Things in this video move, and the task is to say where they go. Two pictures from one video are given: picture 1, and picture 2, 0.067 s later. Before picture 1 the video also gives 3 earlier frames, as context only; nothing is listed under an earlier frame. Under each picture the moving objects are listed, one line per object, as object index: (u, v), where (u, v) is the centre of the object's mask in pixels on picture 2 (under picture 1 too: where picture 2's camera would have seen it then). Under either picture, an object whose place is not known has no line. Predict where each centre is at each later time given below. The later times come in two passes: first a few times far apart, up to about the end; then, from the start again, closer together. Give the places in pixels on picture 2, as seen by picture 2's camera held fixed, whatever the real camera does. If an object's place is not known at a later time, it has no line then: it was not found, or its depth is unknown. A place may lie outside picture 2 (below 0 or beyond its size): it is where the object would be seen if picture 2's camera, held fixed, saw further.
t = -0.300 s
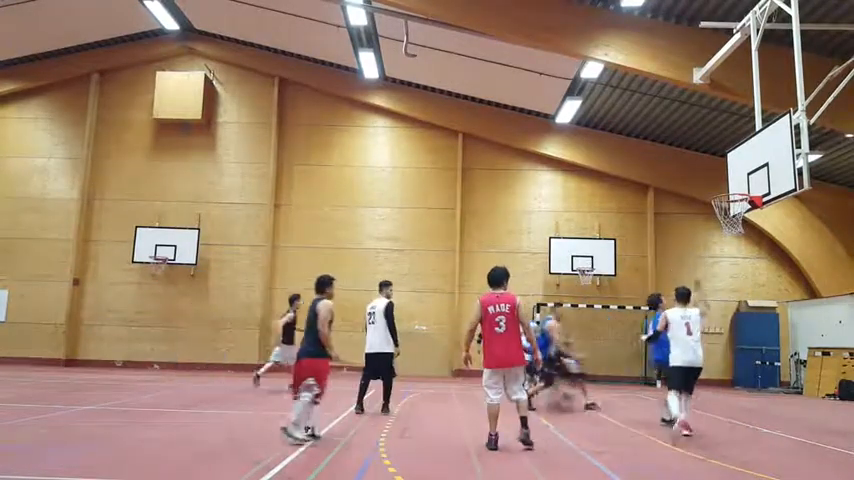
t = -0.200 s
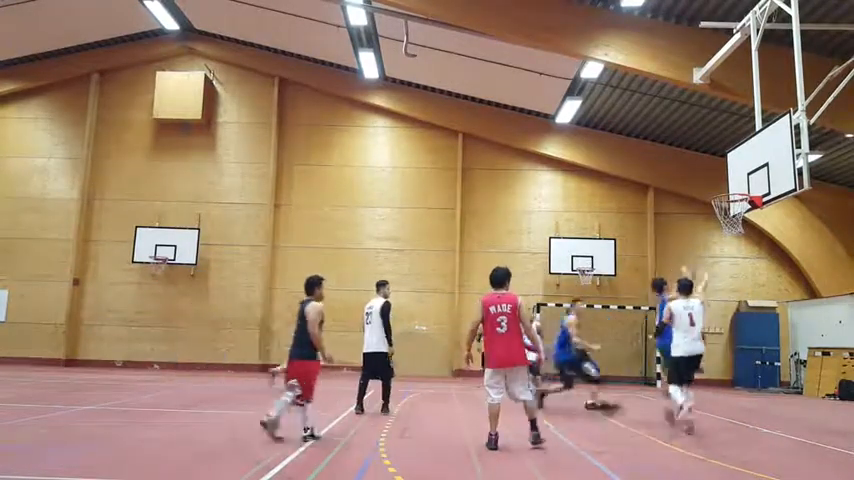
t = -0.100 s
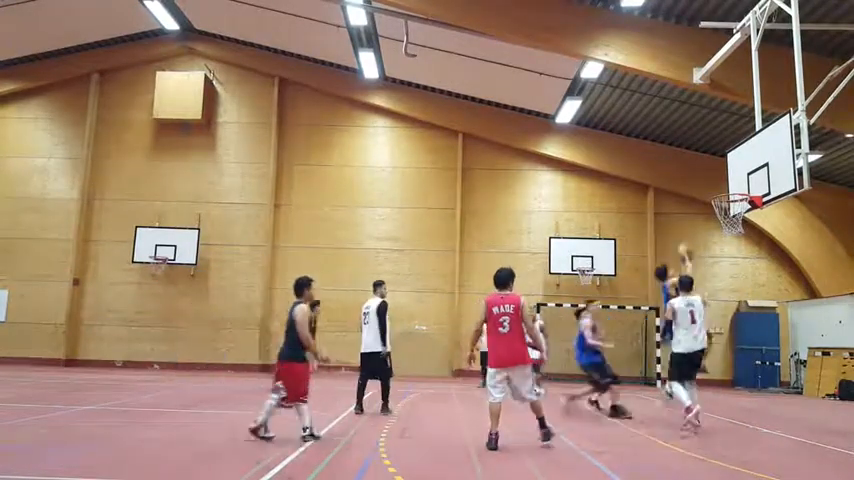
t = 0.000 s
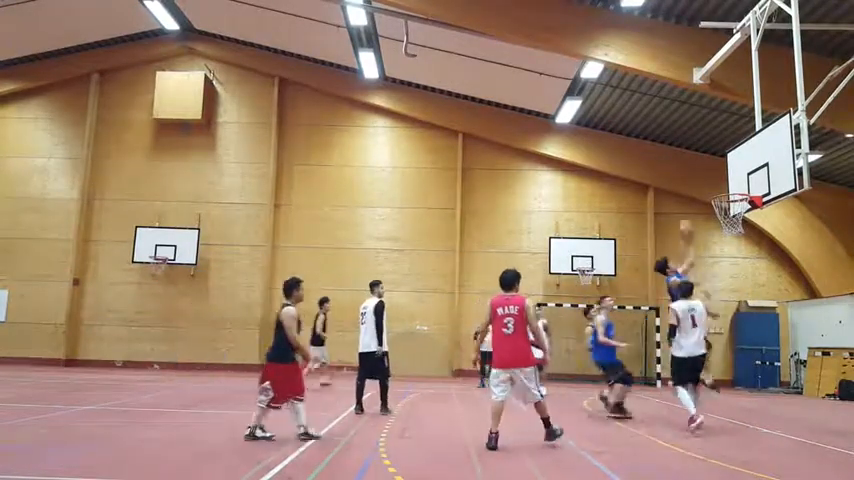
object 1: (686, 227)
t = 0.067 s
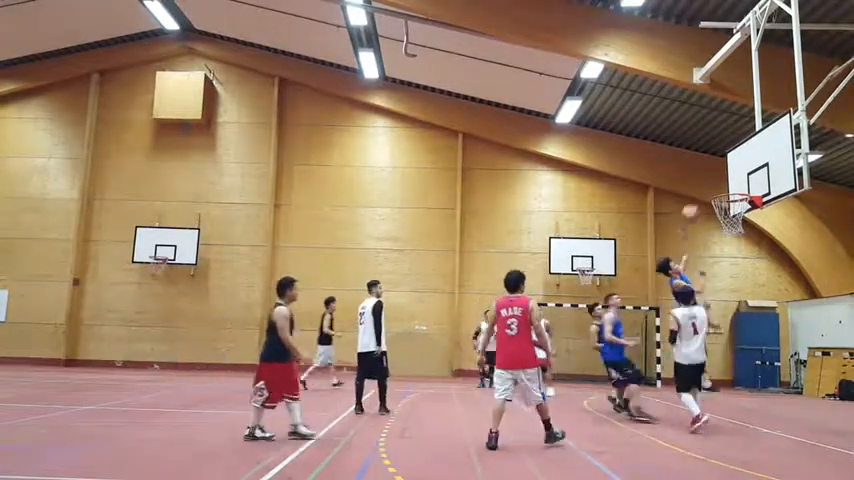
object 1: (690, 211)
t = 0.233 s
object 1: (700, 185)
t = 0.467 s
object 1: (714, 178)
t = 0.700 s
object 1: (730, 209)
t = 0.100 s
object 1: (691, 204)
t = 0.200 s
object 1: (697, 189)
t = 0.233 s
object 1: (700, 185)
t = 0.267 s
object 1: (702, 182)
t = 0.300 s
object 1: (704, 180)
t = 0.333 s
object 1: (706, 179)
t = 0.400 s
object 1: (710, 178)
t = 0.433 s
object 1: (712, 177)
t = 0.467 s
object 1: (714, 178)
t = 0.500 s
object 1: (715, 179)
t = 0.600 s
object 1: (721, 190)
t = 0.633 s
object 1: (726, 195)
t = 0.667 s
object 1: (730, 205)
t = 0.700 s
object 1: (730, 209)
